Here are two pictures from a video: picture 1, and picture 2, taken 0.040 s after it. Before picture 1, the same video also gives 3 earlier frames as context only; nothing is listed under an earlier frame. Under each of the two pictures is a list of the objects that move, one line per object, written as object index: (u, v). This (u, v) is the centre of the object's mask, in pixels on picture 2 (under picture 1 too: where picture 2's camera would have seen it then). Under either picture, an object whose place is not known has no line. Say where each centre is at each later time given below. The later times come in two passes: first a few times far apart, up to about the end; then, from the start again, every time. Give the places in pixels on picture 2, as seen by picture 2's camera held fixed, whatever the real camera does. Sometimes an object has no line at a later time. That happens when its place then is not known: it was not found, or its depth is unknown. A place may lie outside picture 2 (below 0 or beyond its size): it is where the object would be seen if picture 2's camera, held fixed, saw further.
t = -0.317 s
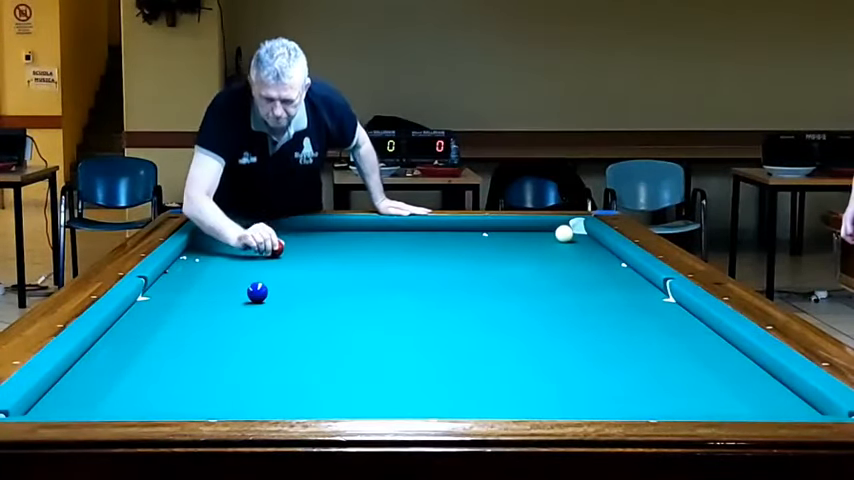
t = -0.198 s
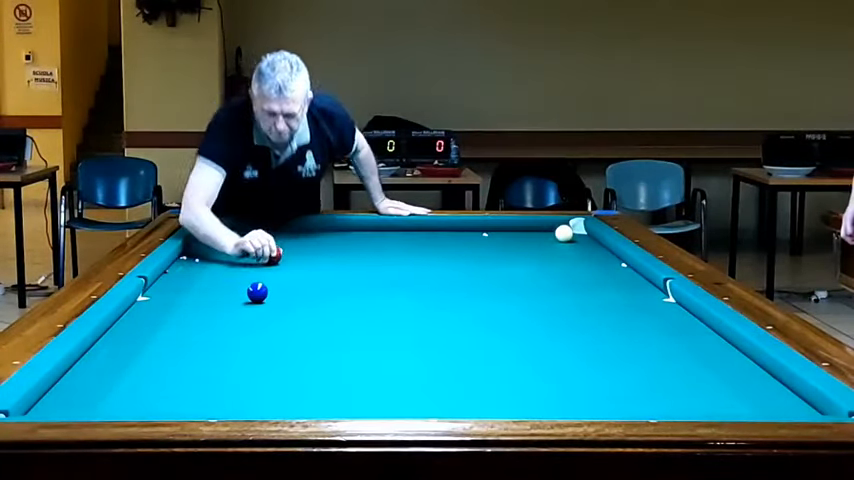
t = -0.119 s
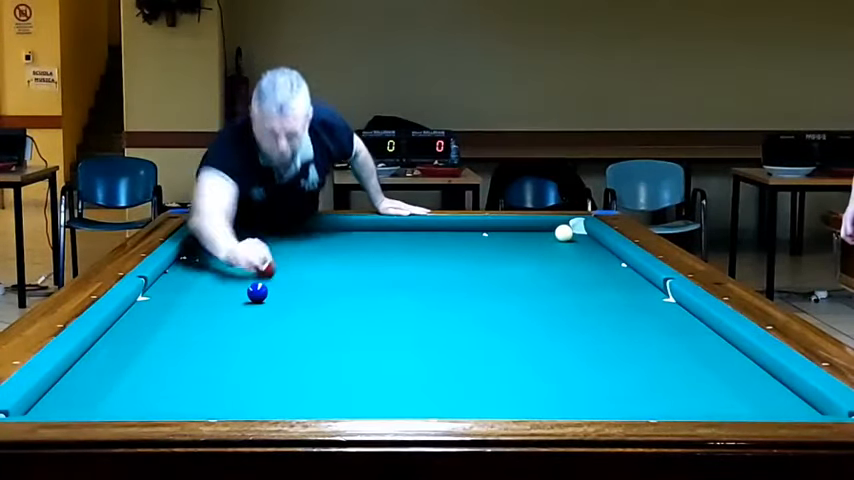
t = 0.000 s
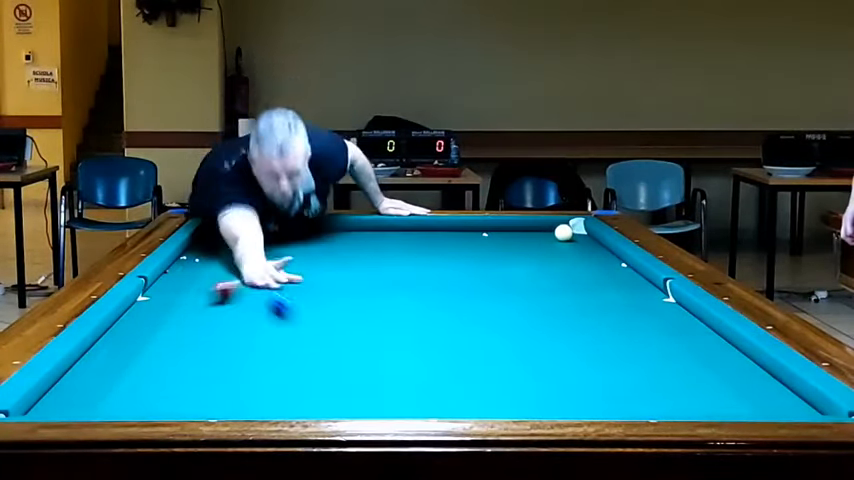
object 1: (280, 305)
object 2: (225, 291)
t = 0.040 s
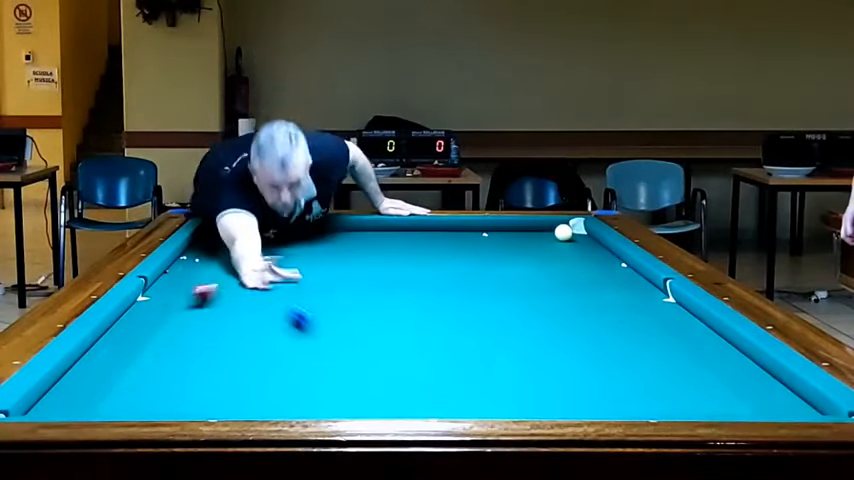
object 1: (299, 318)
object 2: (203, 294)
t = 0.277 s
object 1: (465, 407)
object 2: (173, 310)
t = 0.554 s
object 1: (518, 330)
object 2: (239, 323)
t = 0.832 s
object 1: (543, 280)
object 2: (309, 337)
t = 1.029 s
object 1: (554, 257)
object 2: (359, 348)
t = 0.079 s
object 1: (321, 332)
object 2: (182, 297)
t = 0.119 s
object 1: (345, 347)
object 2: (161, 301)
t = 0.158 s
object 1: (371, 363)
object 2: (142, 304)
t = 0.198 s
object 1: (402, 383)
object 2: (150, 306)
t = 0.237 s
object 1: (432, 399)
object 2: (162, 308)
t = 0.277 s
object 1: (465, 407)
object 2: (173, 310)
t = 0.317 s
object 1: (481, 402)
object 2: (184, 312)
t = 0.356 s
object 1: (490, 390)
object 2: (194, 313)
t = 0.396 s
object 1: (497, 375)
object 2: (203, 315)
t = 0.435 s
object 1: (503, 362)
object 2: (212, 317)
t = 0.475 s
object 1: (508, 350)
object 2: (221, 319)
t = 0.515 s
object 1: (513, 340)
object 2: (230, 321)
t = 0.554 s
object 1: (518, 330)
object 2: (239, 323)
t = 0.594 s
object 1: (523, 320)
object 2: (250, 325)
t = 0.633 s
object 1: (528, 311)
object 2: (258, 327)
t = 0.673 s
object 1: (531, 304)
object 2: (268, 329)
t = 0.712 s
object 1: (534, 298)
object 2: (278, 332)
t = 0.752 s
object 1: (537, 291)
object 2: (288, 333)
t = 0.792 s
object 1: (540, 285)
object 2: (299, 335)
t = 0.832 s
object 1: (543, 280)
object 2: (309, 337)
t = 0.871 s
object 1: (545, 275)
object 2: (319, 339)
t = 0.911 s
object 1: (548, 270)
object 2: (329, 341)
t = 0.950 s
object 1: (551, 265)
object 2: (340, 344)
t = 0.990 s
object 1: (553, 261)
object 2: (351, 346)
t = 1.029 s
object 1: (554, 257)
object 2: (359, 348)
